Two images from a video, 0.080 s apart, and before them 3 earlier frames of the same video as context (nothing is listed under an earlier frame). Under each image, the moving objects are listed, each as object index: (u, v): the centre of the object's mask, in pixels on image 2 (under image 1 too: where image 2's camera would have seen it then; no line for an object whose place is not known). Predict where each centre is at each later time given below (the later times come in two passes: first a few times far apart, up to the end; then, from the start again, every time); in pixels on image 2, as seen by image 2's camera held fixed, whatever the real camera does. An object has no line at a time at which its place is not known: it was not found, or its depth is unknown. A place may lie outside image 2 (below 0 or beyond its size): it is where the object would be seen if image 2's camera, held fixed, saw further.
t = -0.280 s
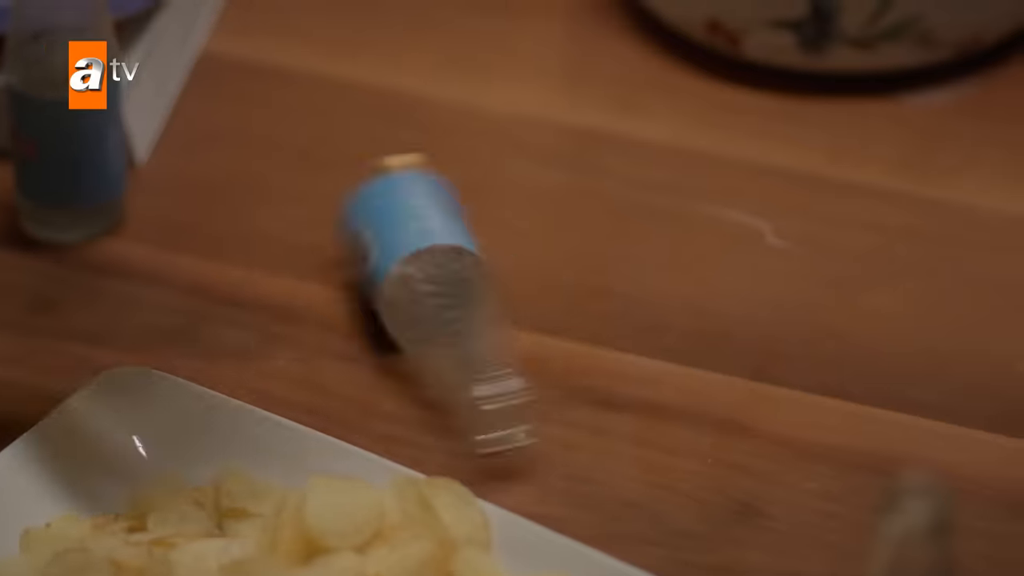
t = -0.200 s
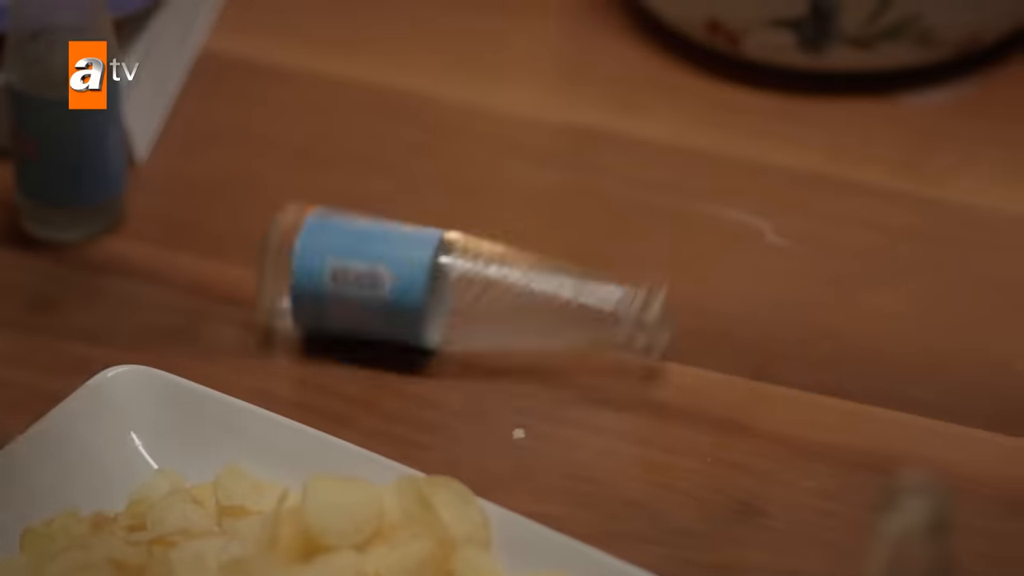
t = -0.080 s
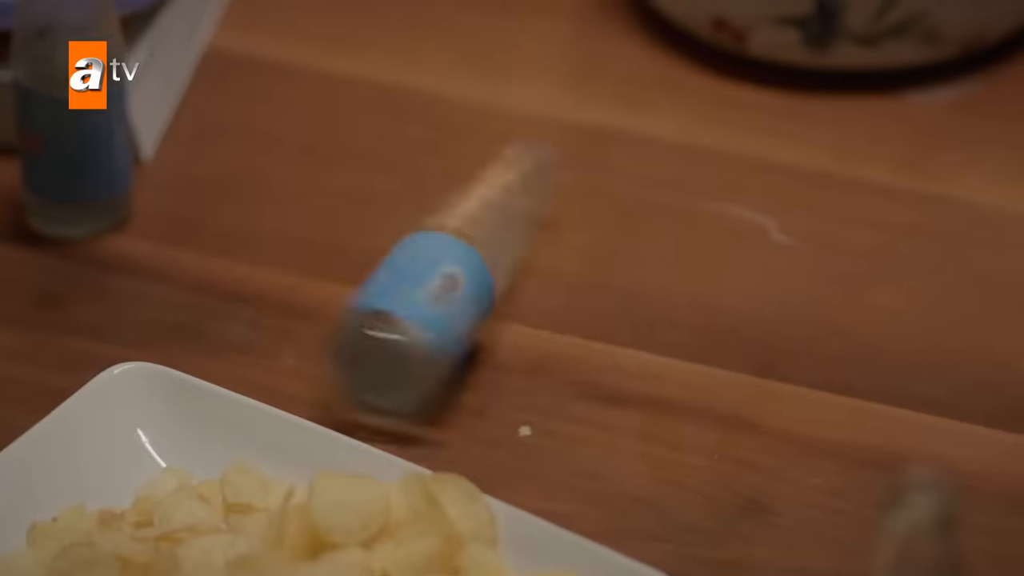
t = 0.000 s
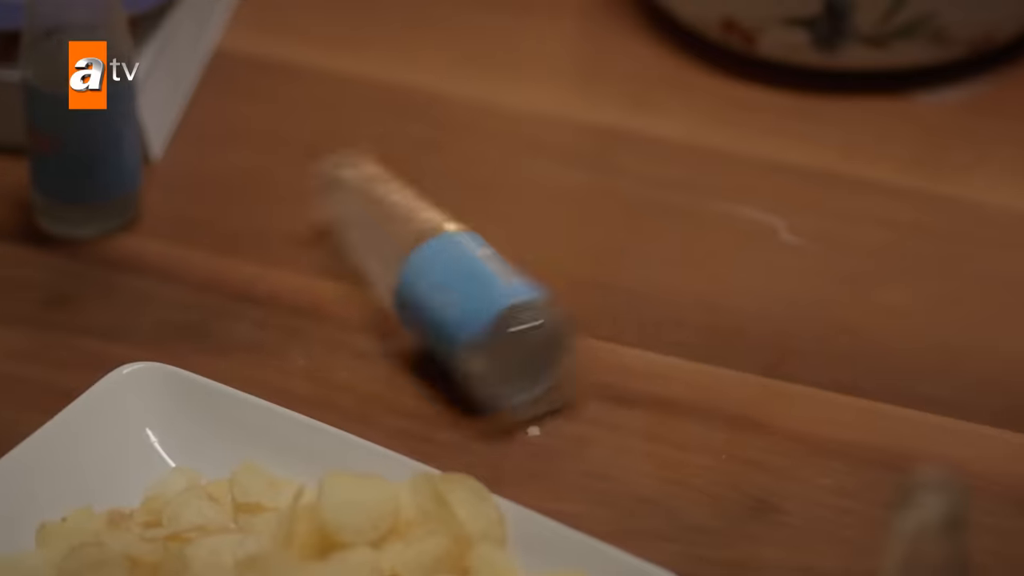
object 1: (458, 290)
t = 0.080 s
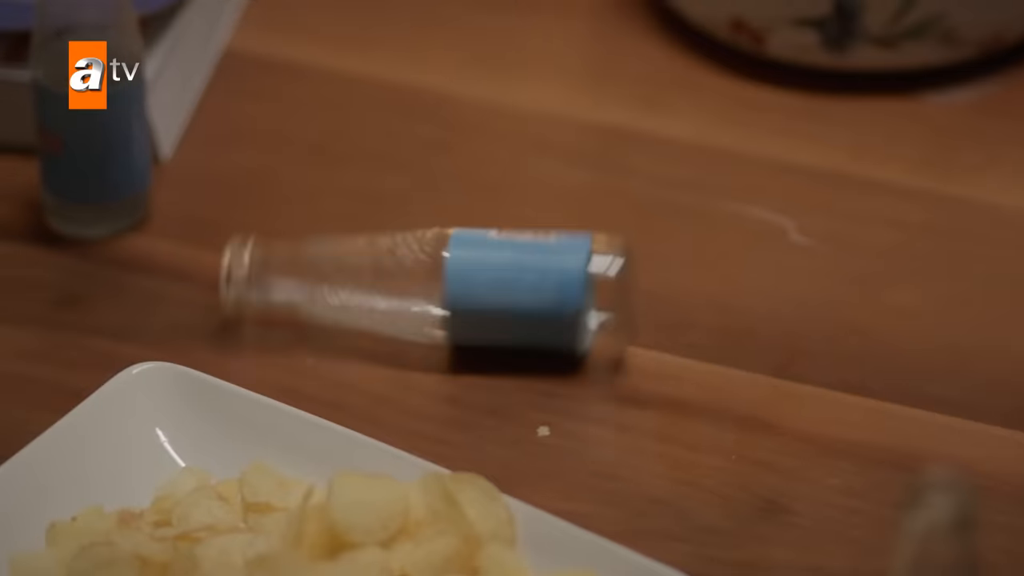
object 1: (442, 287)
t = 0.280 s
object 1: (468, 299)
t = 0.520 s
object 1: (463, 307)
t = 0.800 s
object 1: (478, 290)
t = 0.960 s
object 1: (475, 283)
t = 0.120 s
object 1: (445, 293)
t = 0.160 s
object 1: (450, 292)
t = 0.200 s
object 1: (456, 292)
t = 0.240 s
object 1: (459, 293)
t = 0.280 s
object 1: (468, 299)
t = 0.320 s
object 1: (471, 292)
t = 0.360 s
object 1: (466, 291)
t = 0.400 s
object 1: (469, 291)
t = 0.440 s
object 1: (462, 296)
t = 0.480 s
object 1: (460, 300)
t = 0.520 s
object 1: (463, 307)
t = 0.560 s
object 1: (469, 319)
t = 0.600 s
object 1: (479, 313)
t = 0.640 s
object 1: (483, 302)
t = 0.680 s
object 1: (482, 295)
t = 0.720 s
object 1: (482, 292)
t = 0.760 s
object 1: (477, 290)
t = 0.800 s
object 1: (478, 290)
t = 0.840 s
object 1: (482, 287)
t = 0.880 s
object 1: (478, 286)
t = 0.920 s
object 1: (477, 285)
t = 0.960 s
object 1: (475, 283)
